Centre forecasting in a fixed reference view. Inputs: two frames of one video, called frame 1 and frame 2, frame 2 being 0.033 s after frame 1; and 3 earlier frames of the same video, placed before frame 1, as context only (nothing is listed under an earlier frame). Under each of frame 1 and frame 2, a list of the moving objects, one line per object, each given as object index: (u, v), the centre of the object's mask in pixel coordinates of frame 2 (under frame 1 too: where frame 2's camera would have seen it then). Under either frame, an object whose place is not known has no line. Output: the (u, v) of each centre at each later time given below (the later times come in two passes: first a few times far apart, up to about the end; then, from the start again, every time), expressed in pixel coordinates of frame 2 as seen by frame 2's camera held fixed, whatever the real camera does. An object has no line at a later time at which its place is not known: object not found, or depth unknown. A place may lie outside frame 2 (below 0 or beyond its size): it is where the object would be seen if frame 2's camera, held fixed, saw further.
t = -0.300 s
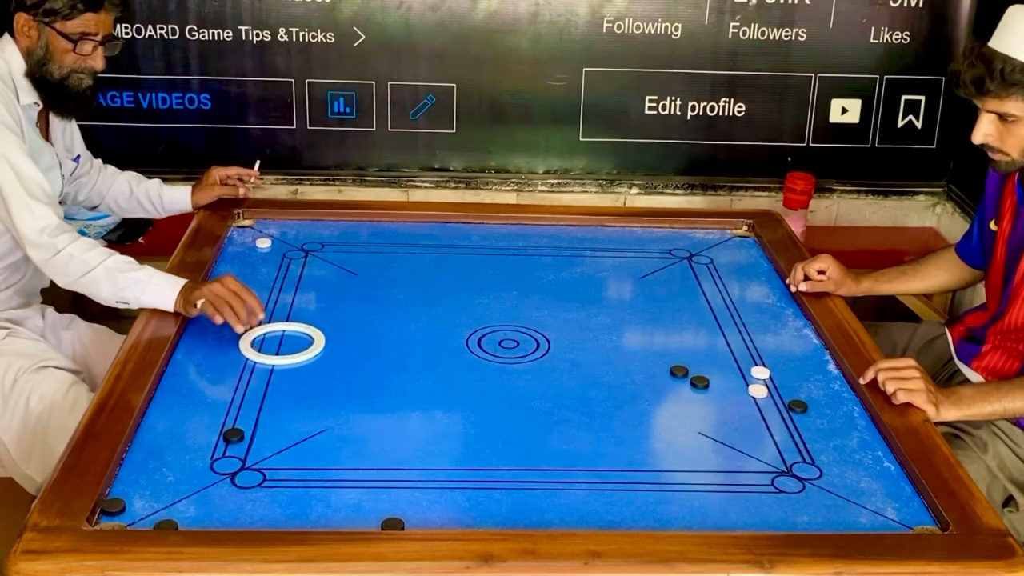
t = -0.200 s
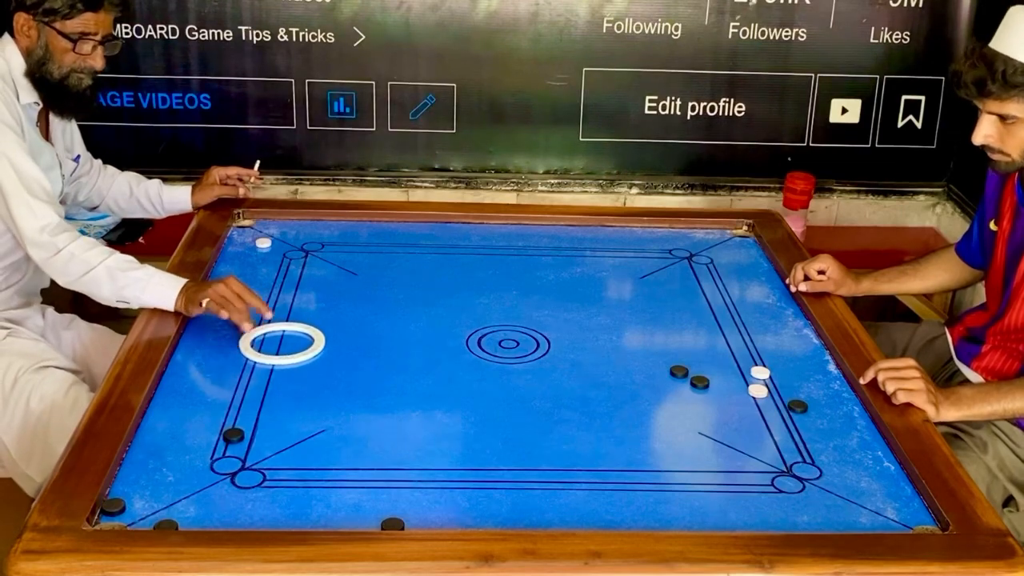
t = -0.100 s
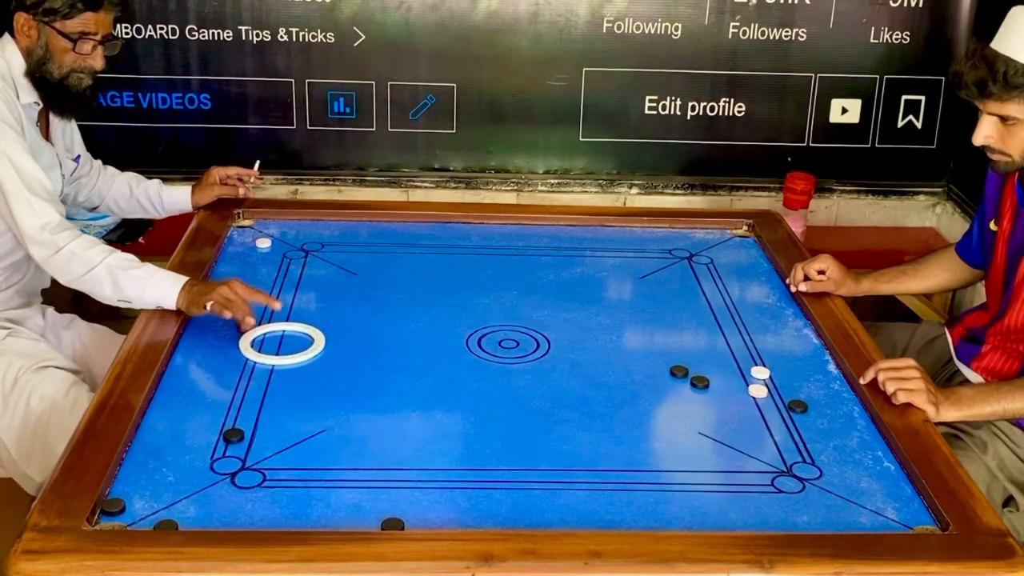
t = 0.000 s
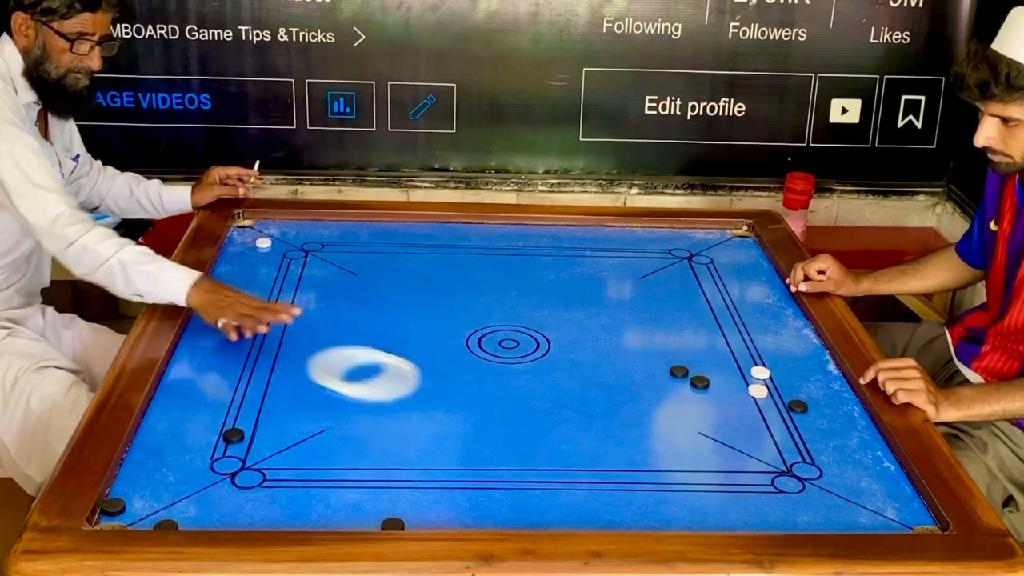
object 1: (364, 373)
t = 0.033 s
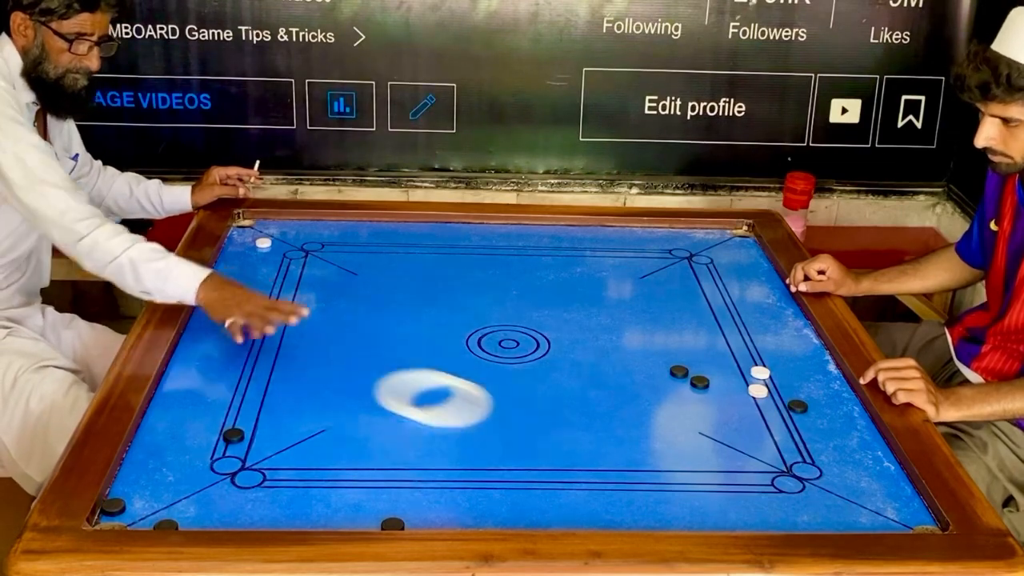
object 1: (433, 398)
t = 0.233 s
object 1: (849, 466)
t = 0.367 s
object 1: (647, 414)
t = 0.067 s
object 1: (507, 424)
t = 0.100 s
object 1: (586, 453)
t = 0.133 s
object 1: (671, 484)
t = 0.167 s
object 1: (757, 505)
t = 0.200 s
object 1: (815, 487)
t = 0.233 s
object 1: (849, 466)
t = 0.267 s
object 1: (797, 453)
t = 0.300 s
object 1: (745, 439)
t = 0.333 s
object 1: (695, 426)
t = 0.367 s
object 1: (647, 414)
